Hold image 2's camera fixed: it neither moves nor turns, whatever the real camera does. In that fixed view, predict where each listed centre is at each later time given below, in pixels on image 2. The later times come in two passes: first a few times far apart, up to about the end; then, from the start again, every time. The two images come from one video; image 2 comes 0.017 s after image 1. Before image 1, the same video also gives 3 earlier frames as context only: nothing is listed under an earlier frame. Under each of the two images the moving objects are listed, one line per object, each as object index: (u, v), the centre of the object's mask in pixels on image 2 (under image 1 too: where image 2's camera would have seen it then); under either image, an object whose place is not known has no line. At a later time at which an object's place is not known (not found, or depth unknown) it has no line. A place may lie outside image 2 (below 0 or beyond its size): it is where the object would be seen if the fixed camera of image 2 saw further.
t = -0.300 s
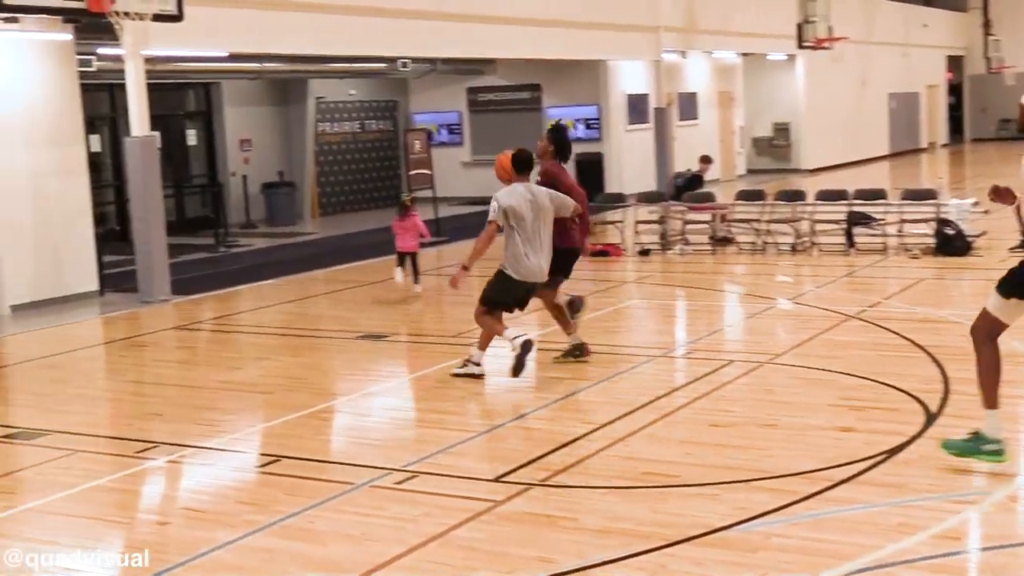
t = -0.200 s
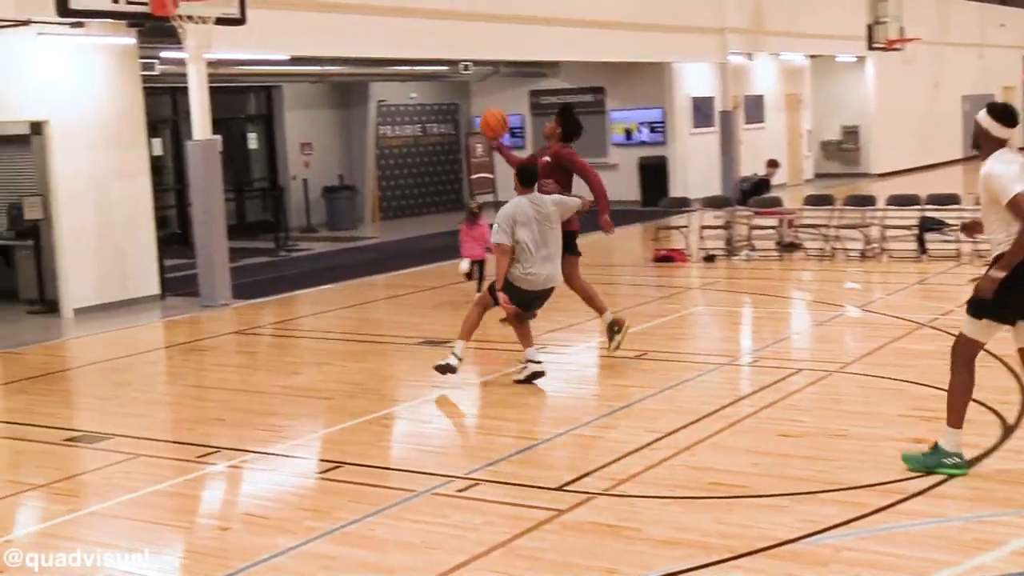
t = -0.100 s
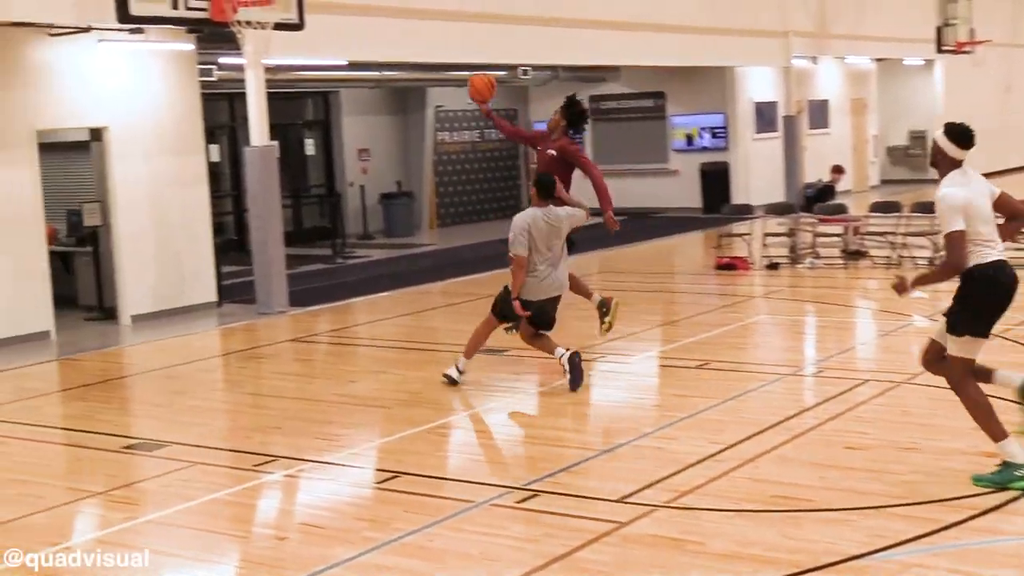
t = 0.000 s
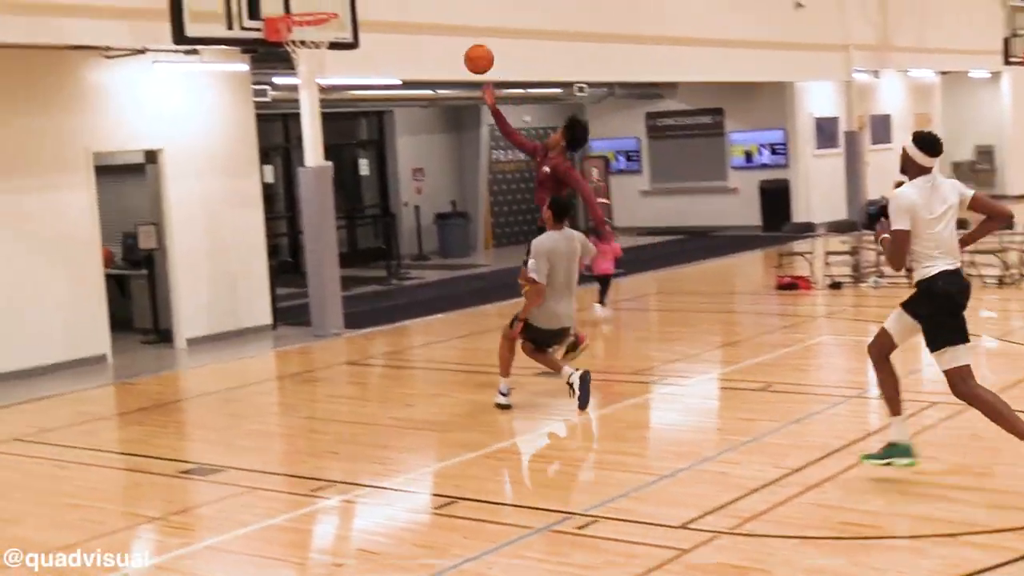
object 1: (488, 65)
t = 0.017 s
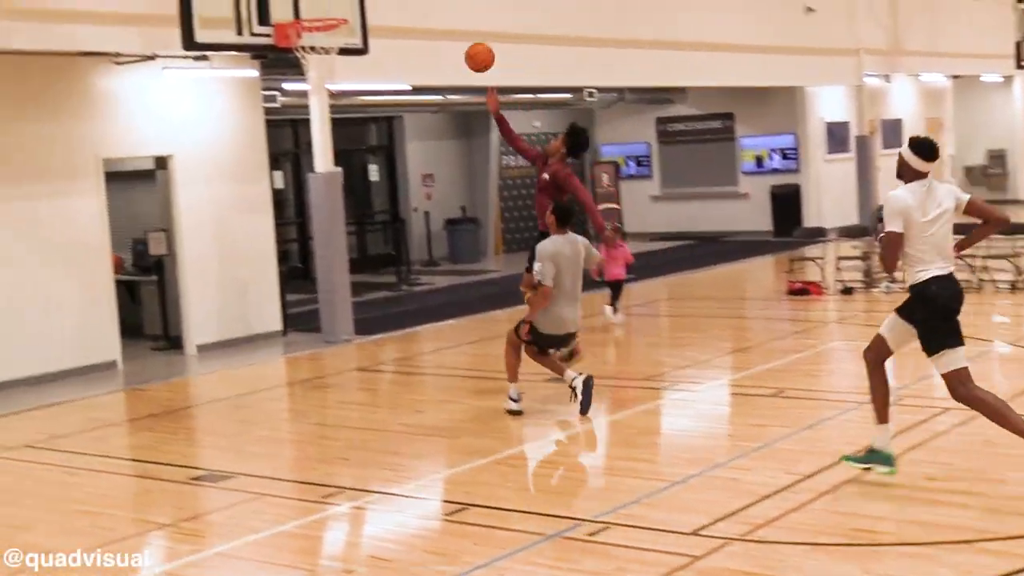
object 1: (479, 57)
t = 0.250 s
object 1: (358, -7)
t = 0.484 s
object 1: (335, -25)
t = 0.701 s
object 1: (365, 9)
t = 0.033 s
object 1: (471, 50)
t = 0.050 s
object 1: (462, 43)
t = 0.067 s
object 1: (453, 36)
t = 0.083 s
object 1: (444, 30)
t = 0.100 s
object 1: (436, 24)
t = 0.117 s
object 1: (427, 19)
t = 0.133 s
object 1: (419, 15)
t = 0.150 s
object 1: (410, 10)
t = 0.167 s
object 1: (402, 7)
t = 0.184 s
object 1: (393, 3)
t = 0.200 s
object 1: (384, 0)
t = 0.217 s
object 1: (376, -3)
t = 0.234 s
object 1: (367, -5)
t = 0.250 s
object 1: (358, -7)
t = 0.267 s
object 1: (350, -9)
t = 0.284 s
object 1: (341, -11)
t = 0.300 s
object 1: (333, -12)
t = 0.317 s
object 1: (324, -12)
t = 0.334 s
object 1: (318, -14)
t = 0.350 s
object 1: (320, -16)
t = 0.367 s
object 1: (322, -19)
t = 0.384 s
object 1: (324, -21)
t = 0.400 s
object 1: (325, -22)
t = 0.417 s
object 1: (327, -23)
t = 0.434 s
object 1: (329, -24)
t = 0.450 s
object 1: (331, -25)
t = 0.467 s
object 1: (333, -26)
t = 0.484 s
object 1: (335, -25)
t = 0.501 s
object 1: (337, -25)
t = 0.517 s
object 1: (339, -25)
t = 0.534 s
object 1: (341, -23)
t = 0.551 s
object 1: (343, -22)
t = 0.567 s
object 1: (345, -20)
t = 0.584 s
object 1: (348, -18)
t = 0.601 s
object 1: (350, -15)
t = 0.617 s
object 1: (352, -12)
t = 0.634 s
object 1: (355, -8)
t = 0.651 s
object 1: (357, -5)
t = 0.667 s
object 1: (359, -1)
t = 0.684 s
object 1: (362, 4)
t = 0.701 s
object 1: (365, 9)
